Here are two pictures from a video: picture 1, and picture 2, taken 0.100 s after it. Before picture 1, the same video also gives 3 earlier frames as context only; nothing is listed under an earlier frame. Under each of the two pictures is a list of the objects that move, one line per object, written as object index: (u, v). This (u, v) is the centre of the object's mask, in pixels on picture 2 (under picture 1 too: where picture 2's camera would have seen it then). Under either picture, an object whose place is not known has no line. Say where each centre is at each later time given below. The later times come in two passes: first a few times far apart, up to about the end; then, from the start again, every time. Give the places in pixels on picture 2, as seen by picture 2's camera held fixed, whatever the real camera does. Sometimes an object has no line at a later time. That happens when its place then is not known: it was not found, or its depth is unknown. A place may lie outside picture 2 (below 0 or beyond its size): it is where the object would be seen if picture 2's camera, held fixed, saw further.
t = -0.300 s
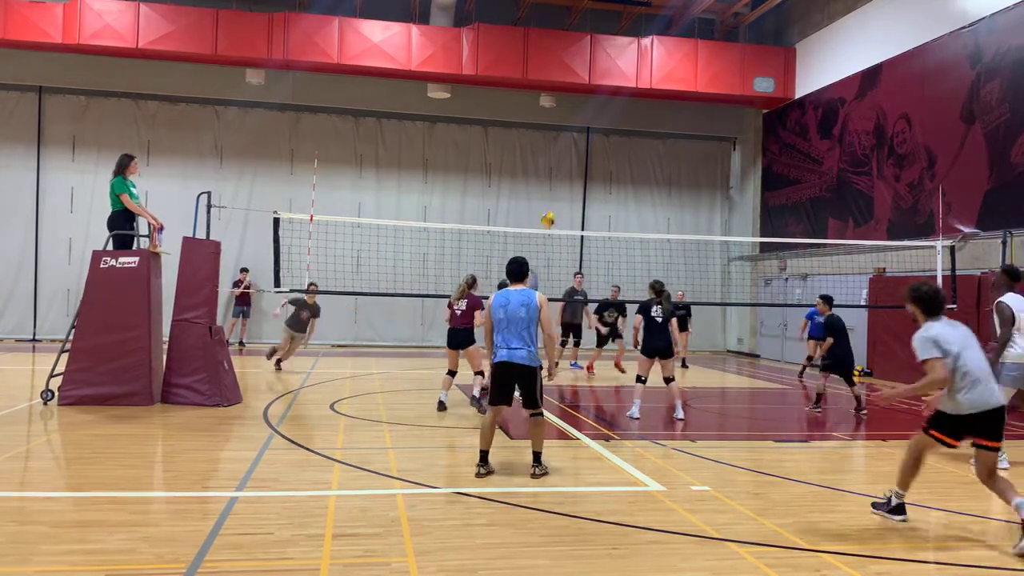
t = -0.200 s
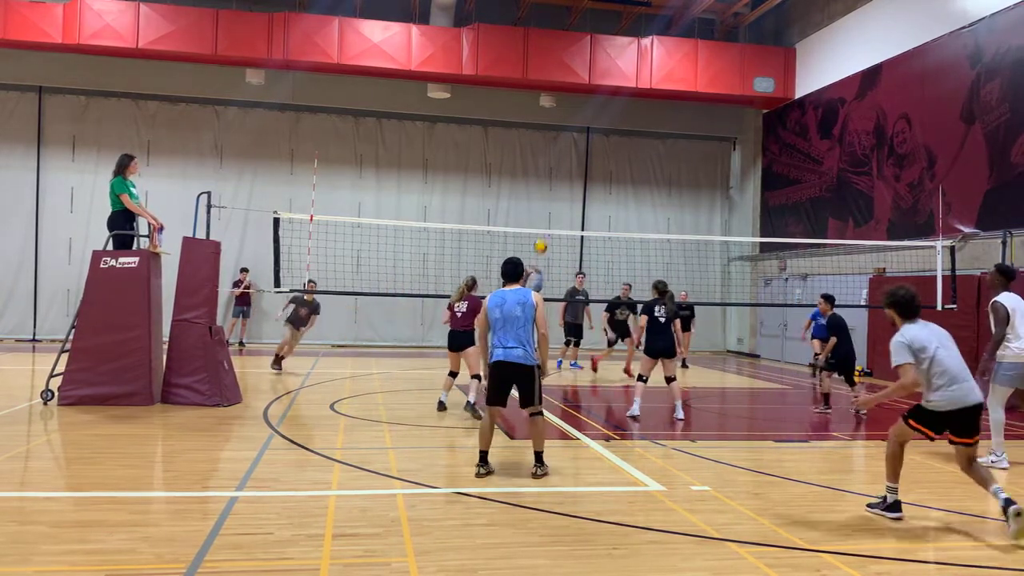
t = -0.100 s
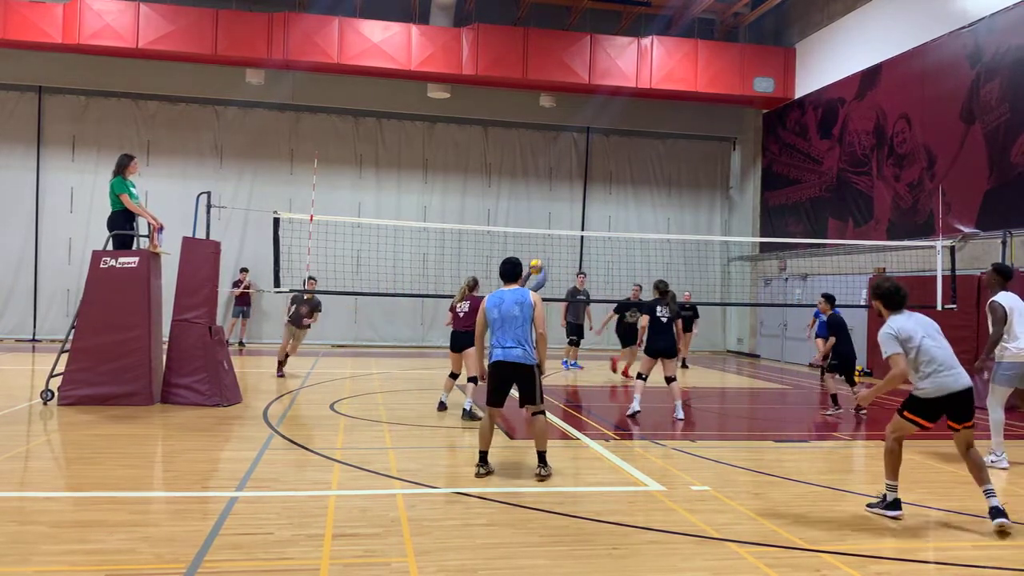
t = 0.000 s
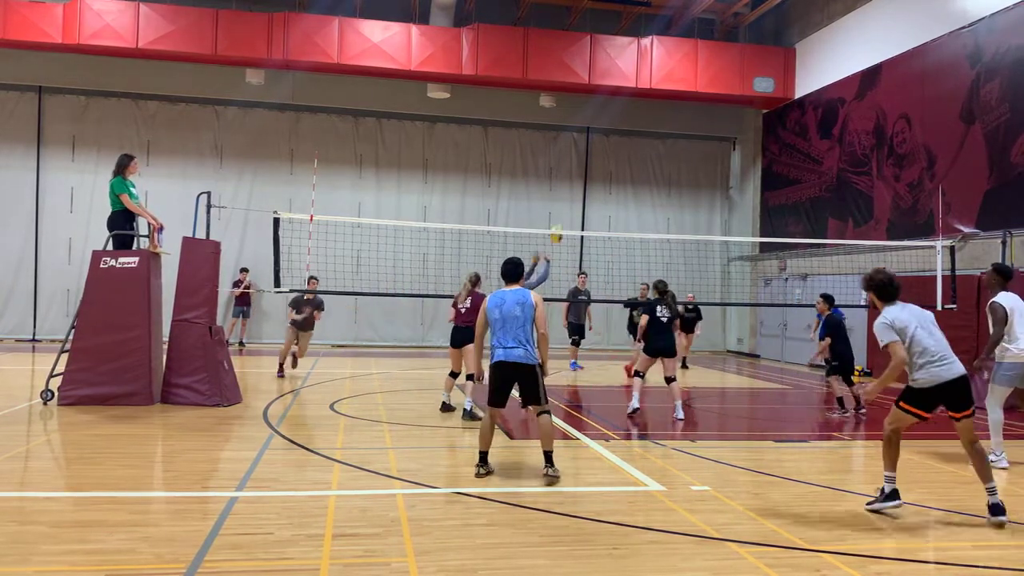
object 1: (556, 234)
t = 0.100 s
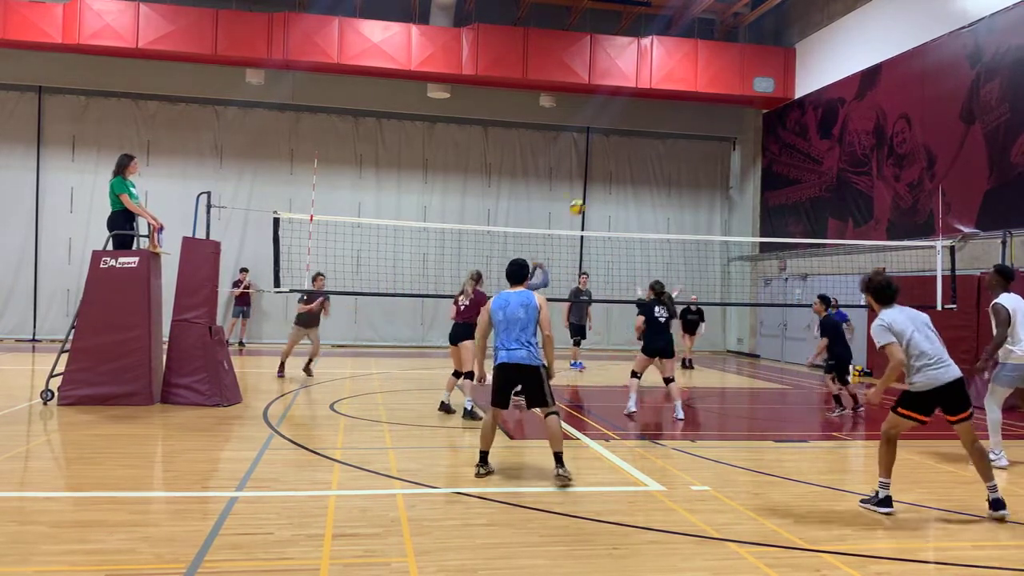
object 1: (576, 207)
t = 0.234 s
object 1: (604, 183)
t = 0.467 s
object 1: (648, 169)
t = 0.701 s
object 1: (690, 192)
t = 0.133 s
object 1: (583, 200)
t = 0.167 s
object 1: (590, 193)
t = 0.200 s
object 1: (596, 187)
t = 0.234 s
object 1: (604, 183)
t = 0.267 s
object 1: (610, 178)
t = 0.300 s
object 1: (616, 175)
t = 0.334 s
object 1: (623, 172)
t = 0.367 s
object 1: (630, 170)
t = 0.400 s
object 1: (636, 169)
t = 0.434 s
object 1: (642, 169)
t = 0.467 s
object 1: (648, 169)
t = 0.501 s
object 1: (654, 170)
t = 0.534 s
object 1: (660, 172)
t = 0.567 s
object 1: (667, 174)
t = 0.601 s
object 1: (673, 178)
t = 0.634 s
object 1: (679, 182)
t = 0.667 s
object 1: (684, 187)
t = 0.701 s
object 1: (690, 192)
